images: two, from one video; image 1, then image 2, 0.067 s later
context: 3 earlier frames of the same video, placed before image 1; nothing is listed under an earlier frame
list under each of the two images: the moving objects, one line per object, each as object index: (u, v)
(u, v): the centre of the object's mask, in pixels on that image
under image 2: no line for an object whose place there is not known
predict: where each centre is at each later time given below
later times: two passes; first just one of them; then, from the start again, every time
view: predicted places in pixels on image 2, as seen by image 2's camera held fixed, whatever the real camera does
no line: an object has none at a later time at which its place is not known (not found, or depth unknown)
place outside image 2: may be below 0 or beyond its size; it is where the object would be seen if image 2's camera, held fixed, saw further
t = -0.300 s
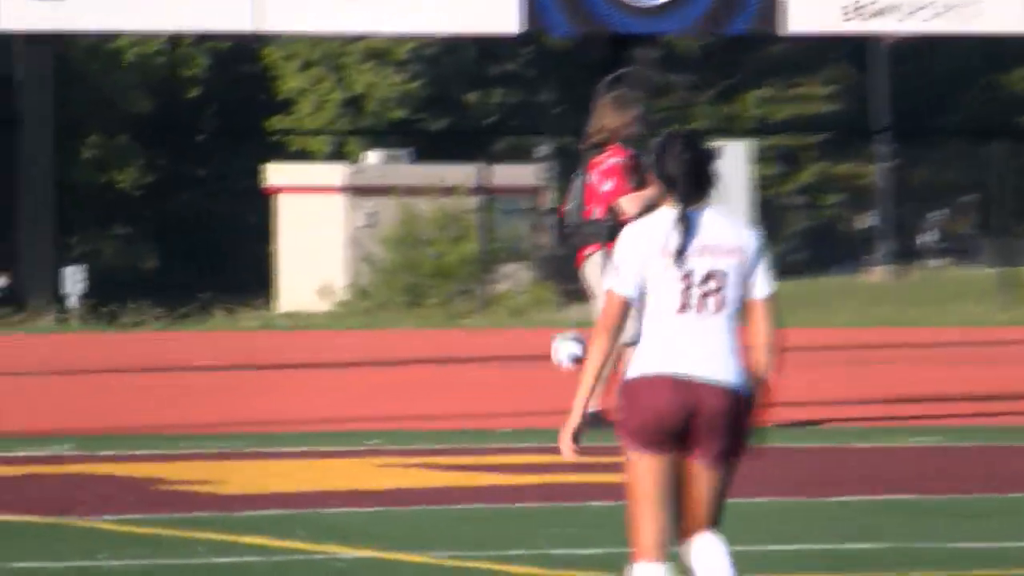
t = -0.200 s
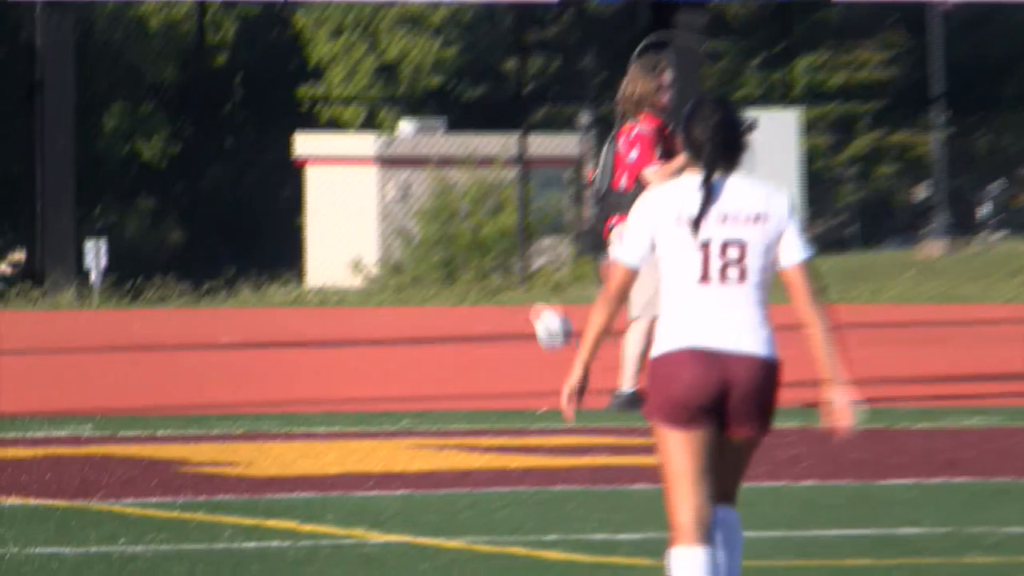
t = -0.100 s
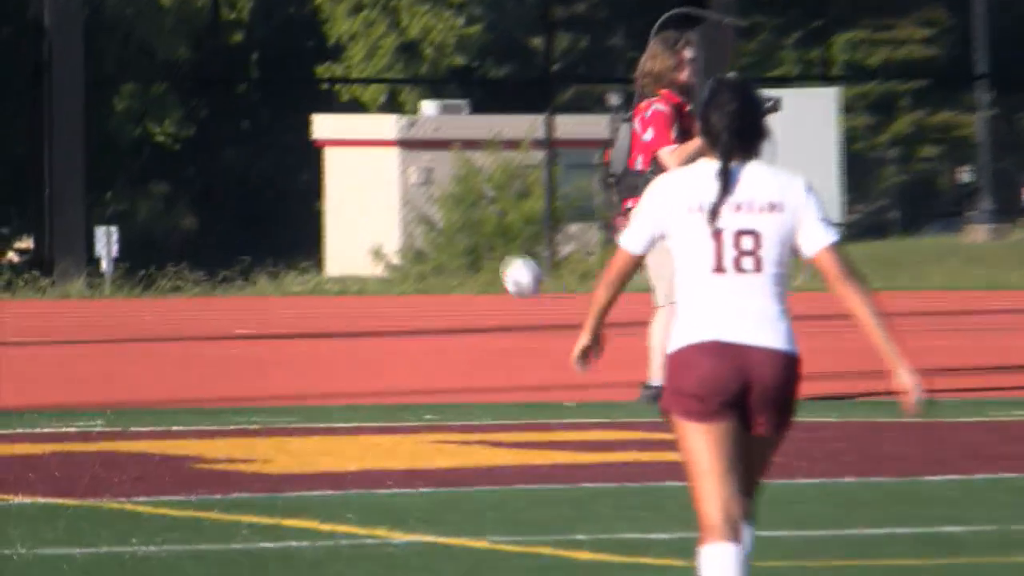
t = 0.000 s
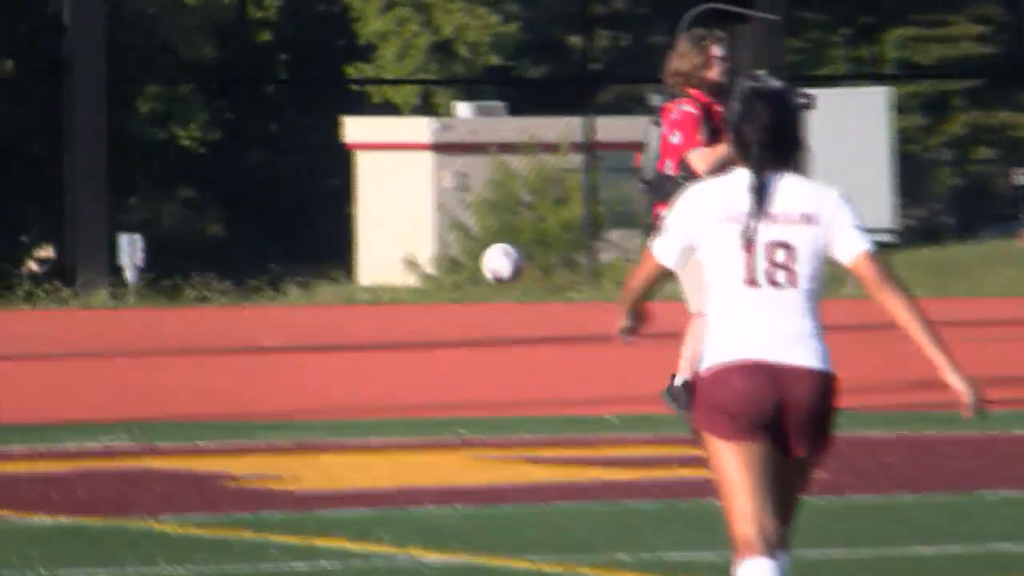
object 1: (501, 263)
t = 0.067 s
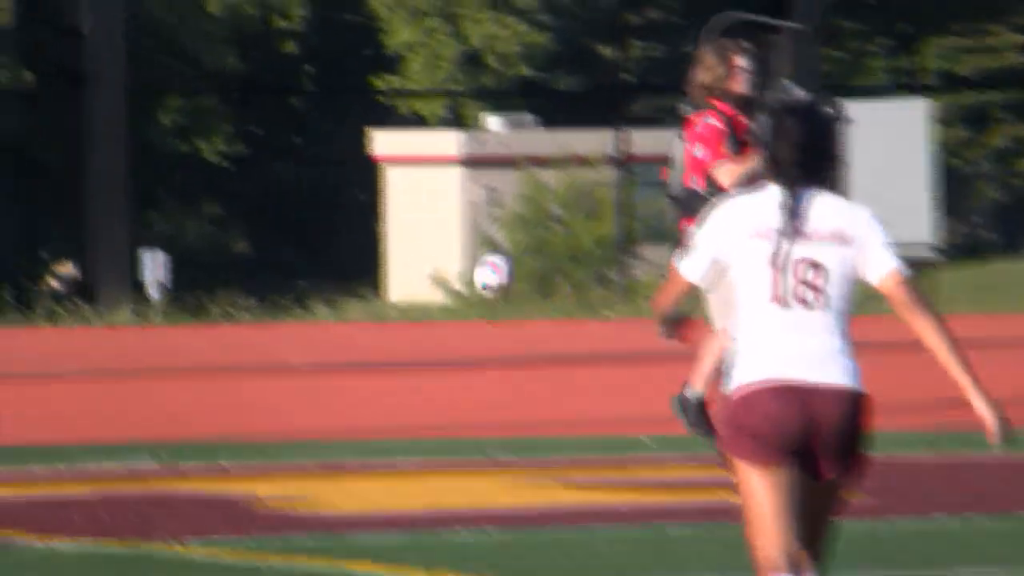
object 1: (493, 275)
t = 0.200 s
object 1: (419, 292)
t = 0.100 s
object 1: (473, 275)
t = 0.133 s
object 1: (453, 279)
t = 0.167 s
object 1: (437, 284)
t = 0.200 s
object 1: (419, 292)
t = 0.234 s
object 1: (398, 303)
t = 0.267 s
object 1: (380, 313)
